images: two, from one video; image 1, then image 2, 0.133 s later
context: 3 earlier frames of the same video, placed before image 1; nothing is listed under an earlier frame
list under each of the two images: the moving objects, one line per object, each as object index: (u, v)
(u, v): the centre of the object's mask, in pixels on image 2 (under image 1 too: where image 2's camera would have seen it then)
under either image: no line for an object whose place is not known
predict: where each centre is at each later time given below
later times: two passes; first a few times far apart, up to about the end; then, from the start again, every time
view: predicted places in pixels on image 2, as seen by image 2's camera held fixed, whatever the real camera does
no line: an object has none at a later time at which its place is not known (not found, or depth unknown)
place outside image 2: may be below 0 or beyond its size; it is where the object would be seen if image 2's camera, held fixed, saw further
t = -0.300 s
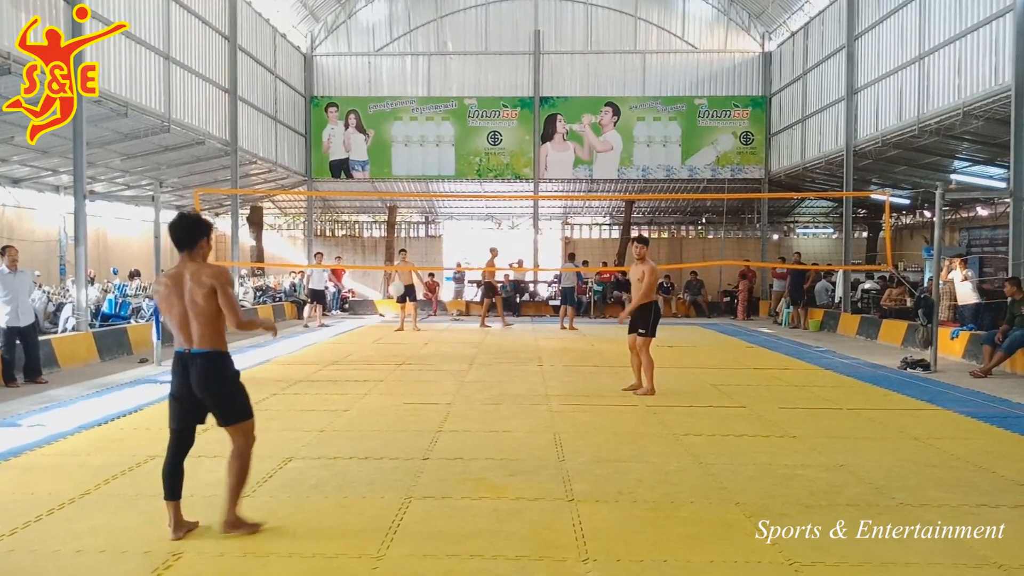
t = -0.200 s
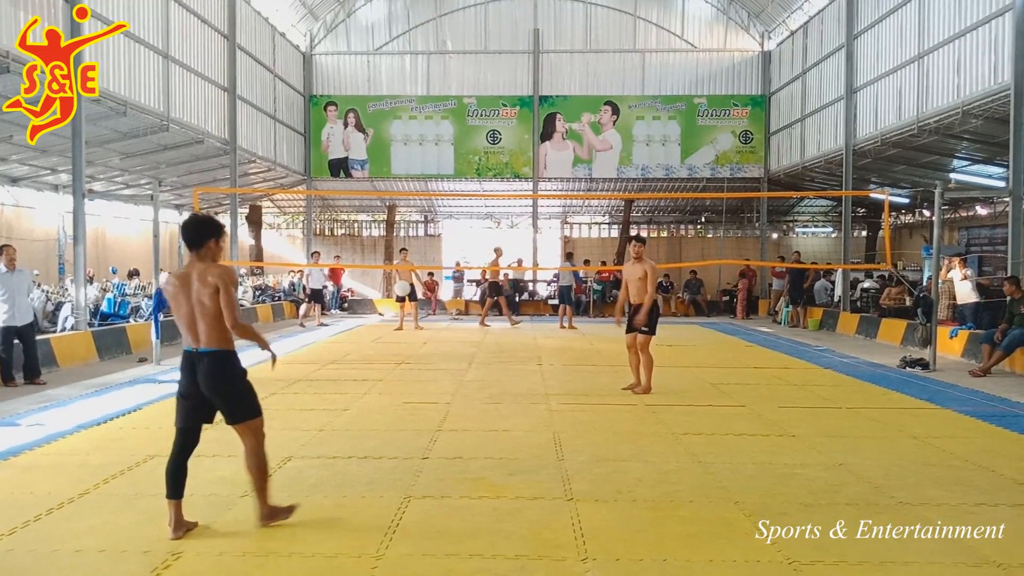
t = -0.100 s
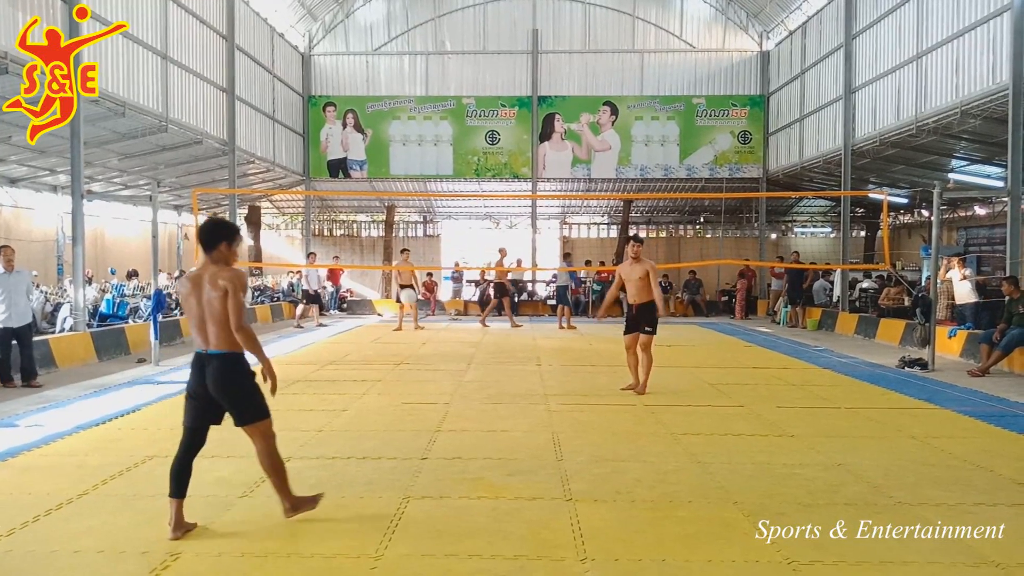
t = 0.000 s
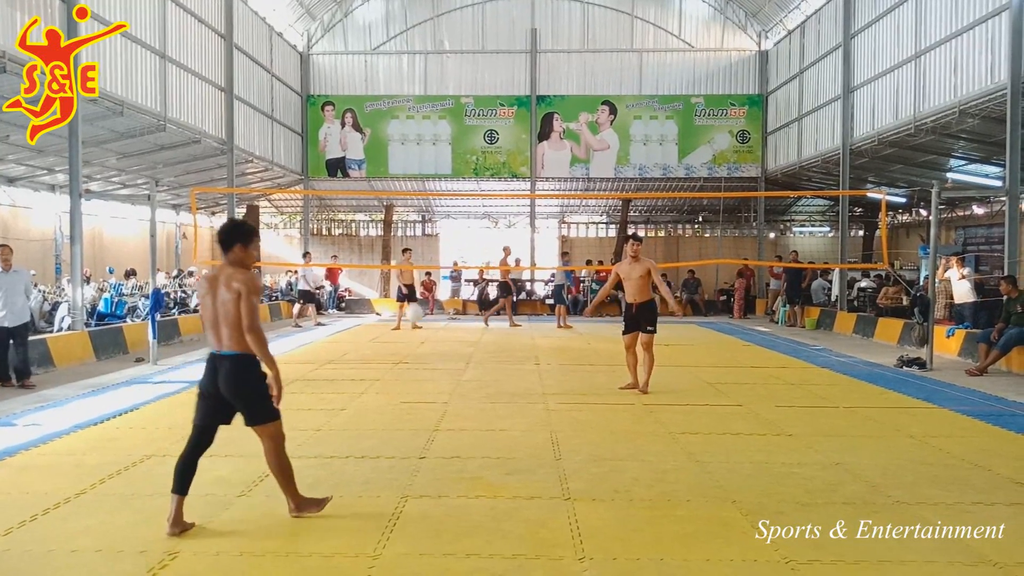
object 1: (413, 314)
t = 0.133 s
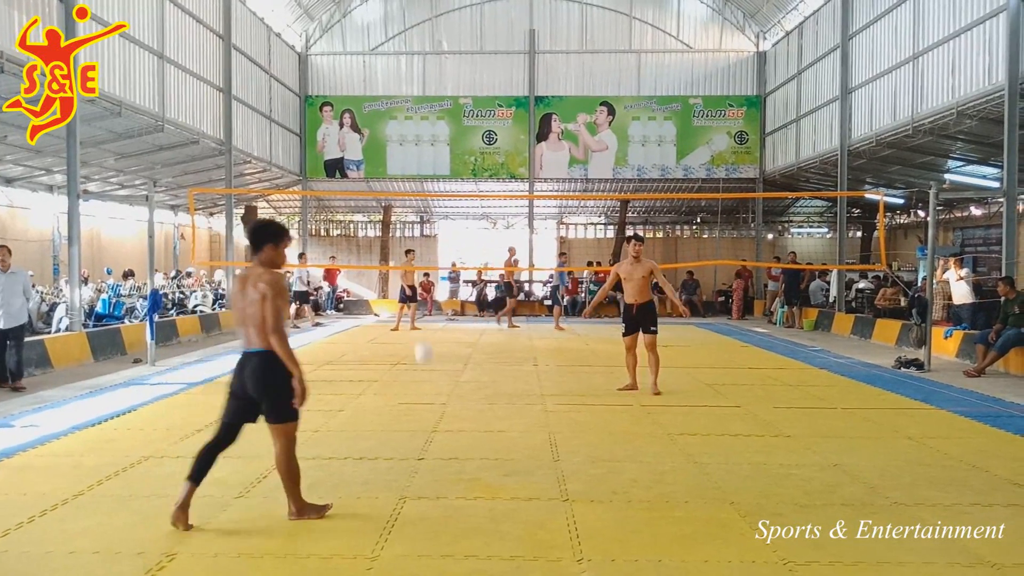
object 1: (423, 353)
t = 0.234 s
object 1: (432, 372)
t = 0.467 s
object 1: (456, 331)
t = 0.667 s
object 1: (482, 333)
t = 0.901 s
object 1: (518, 403)
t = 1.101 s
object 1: (559, 401)
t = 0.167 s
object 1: (426, 364)
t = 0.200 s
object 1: (429, 377)
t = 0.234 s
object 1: (432, 372)
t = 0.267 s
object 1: (435, 365)
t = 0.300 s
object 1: (438, 356)
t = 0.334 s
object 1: (442, 350)
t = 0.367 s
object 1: (445, 344)
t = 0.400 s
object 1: (449, 339)
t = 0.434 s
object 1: (452, 334)
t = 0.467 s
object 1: (456, 331)
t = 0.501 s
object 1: (461, 328)
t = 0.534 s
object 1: (464, 327)
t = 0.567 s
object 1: (469, 327)
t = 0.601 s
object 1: (473, 328)
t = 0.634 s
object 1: (478, 330)
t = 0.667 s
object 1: (482, 333)
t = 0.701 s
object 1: (487, 339)
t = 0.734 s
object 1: (491, 346)
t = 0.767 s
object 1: (496, 354)
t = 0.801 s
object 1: (501, 363)
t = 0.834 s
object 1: (507, 374)
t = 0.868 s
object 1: (513, 387)
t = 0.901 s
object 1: (518, 403)
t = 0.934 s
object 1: (524, 420)
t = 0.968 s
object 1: (531, 432)
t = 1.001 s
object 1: (537, 423)
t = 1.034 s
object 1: (545, 415)
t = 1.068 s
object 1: (552, 407)
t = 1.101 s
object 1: (559, 401)
